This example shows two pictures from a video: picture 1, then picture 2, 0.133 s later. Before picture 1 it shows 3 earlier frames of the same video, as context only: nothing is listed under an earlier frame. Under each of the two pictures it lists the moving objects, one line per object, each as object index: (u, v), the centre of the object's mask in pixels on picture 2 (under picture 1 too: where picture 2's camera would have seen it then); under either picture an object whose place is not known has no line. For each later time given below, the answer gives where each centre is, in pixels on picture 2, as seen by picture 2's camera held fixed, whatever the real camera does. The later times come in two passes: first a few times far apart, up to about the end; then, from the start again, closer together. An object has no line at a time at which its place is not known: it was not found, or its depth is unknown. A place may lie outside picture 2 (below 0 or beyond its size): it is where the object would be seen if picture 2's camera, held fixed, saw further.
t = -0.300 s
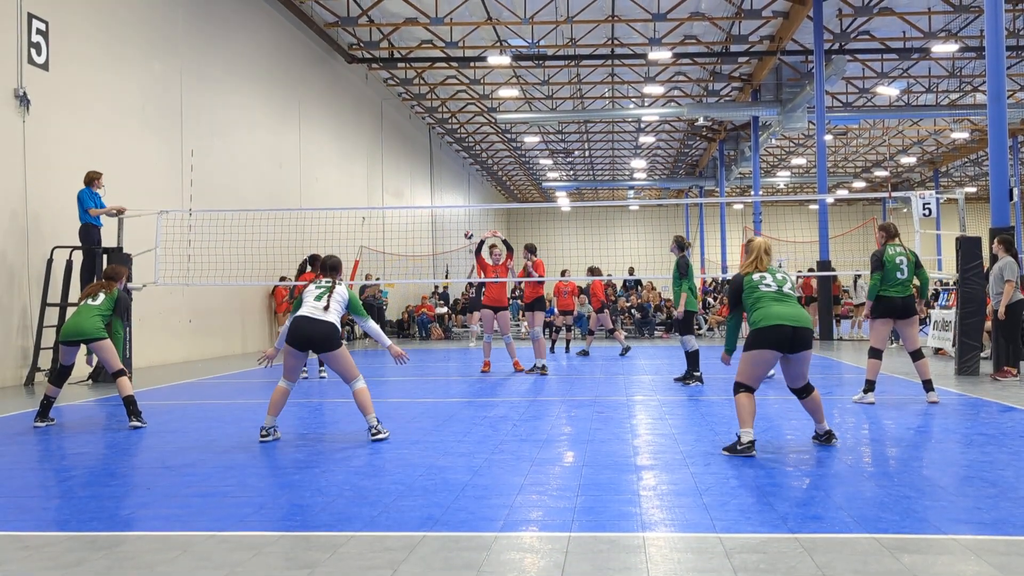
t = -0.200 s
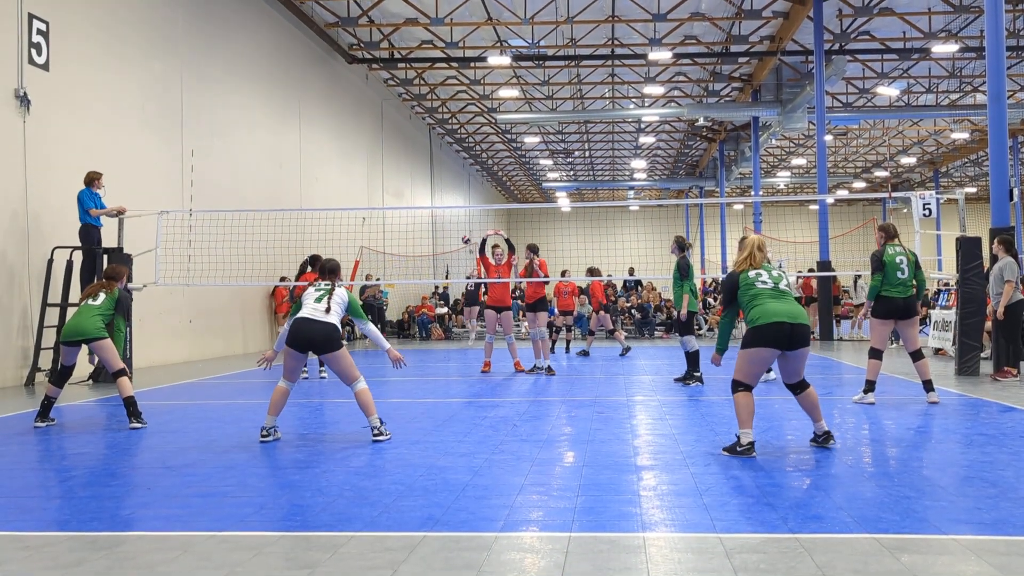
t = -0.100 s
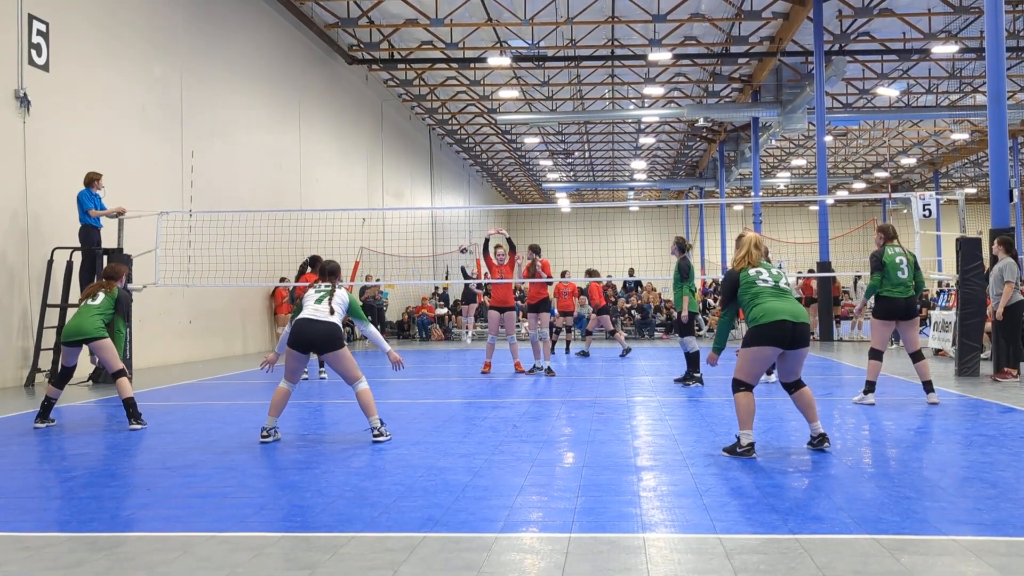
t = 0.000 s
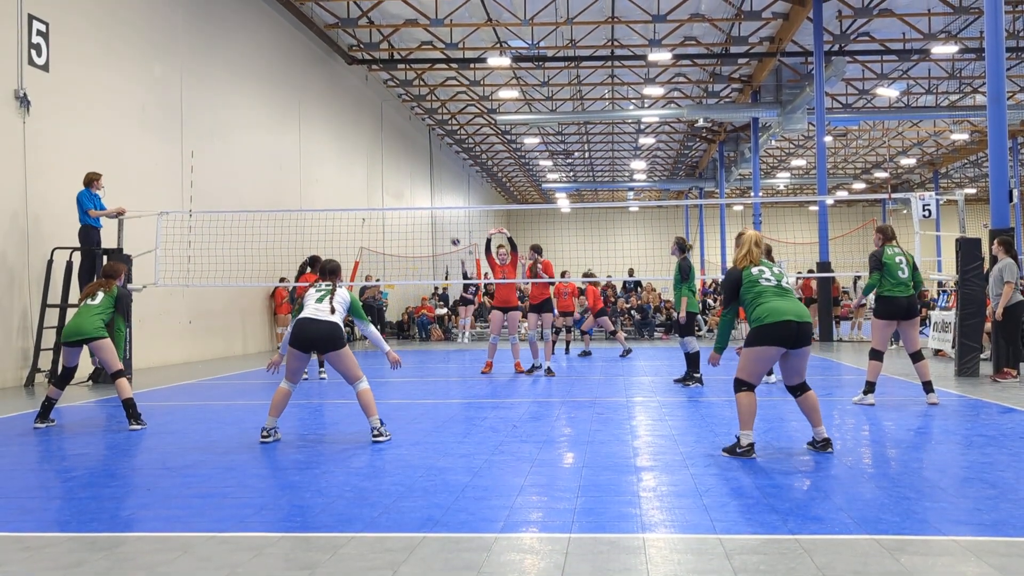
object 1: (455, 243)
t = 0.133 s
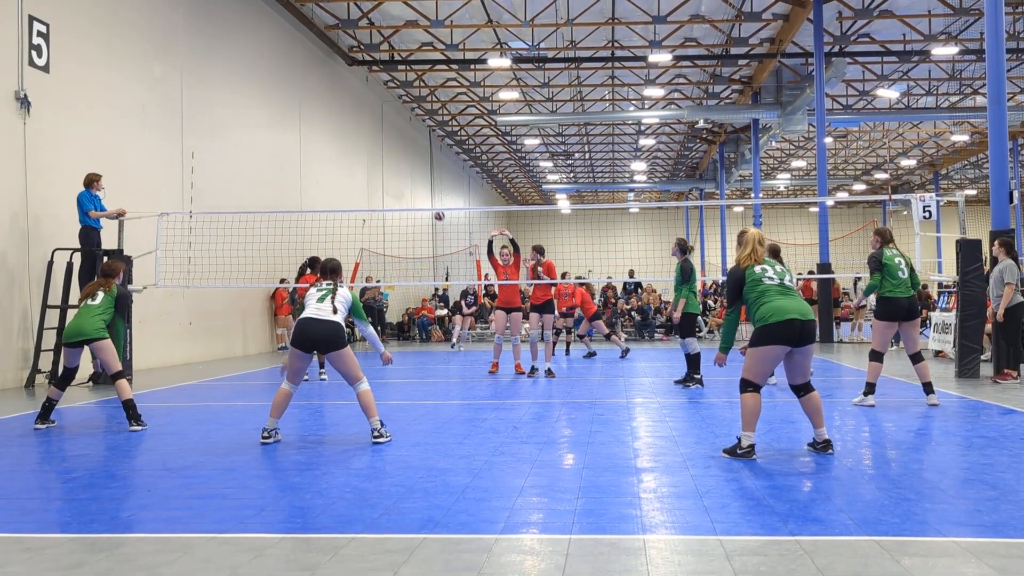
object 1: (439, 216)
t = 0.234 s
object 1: (425, 197)
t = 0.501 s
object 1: (383, 168)
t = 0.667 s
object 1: (348, 173)
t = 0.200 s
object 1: (430, 203)
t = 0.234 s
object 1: (425, 197)
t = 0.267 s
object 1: (421, 191)
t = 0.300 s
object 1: (416, 187)
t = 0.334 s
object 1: (411, 182)
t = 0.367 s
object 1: (406, 178)
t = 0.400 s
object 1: (400, 175)
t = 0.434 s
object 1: (395, 171)
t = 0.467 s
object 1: (389, 169)
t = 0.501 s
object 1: (383, 168)
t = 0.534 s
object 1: (376, 167)
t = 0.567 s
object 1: (369, 167)
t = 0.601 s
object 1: (362, 168)
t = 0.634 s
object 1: (355, 170)
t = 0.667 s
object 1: (348, 173)
